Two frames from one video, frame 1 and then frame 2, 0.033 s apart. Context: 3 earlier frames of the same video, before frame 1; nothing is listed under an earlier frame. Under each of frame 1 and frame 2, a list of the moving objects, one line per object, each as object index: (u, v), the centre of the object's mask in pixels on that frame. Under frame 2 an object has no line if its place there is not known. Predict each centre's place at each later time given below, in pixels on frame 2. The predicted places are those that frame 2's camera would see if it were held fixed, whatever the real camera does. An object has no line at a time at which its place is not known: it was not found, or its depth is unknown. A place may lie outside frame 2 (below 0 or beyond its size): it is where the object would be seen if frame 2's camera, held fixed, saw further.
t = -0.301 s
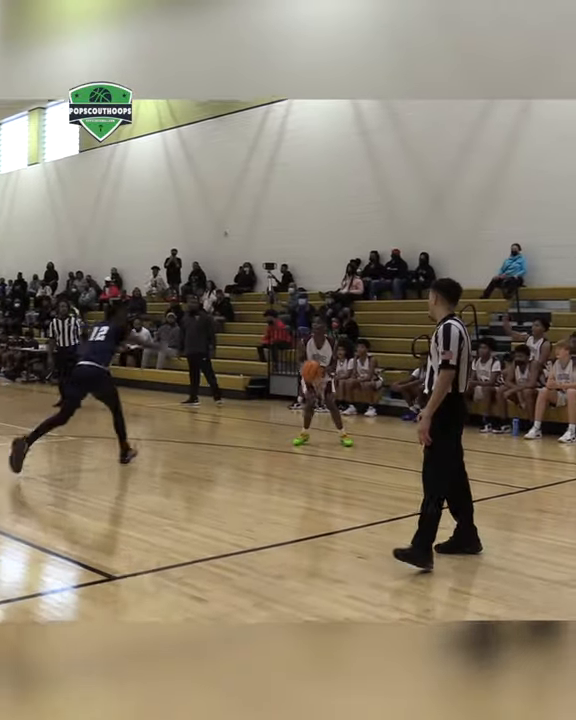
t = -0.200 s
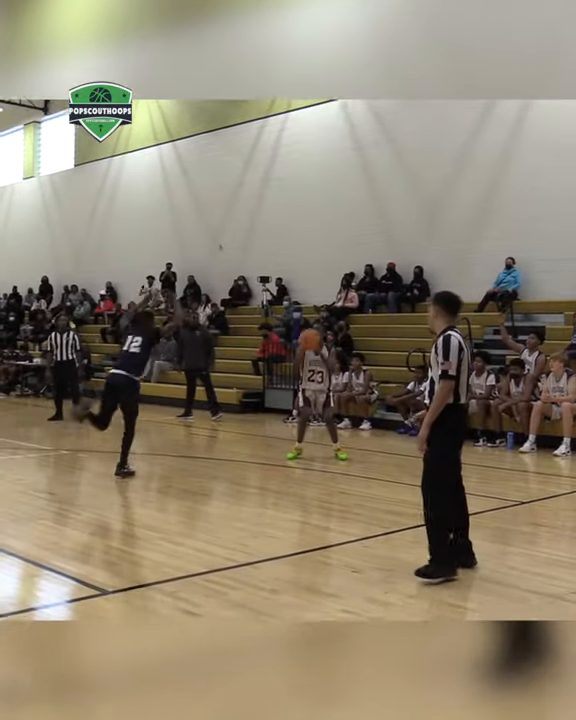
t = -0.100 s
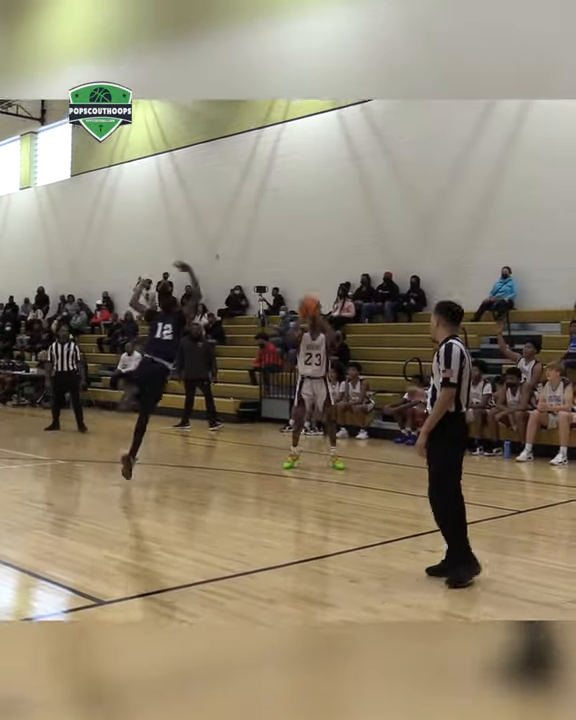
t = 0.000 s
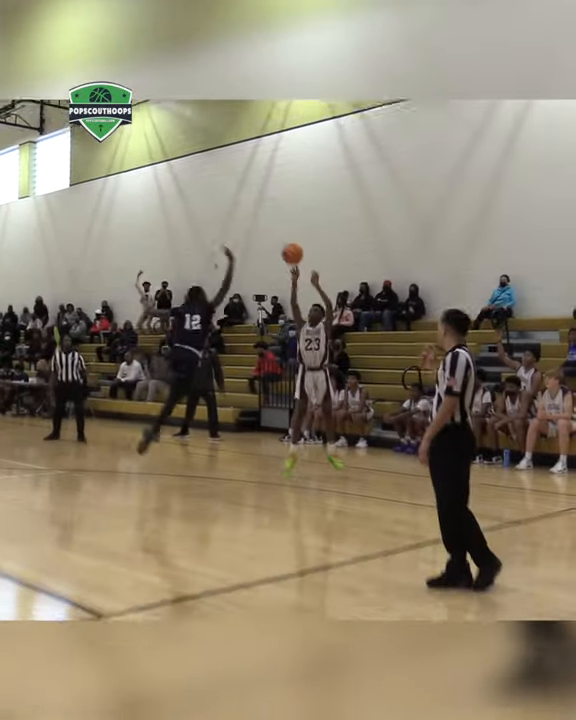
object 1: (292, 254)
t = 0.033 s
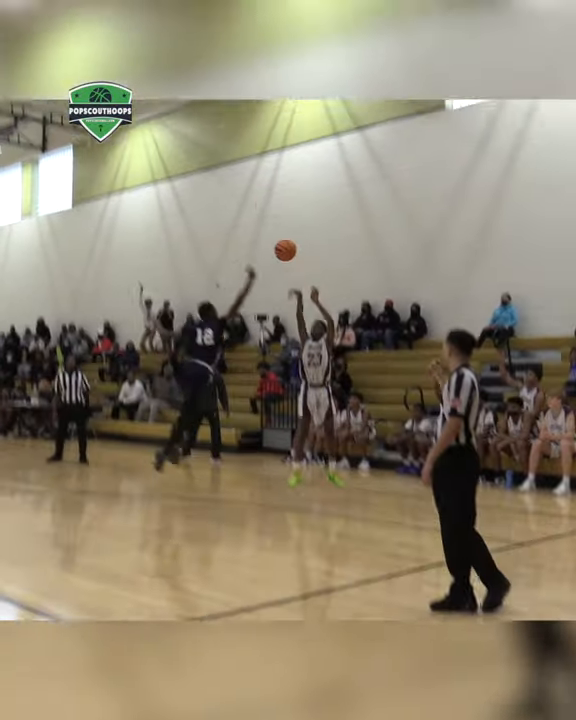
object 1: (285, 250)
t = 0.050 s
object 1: (280, 239)
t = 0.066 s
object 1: (275, 228)
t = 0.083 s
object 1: (269, 217)
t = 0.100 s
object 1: (265, 207)
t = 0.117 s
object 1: (260, 196)
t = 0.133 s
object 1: (255, 186)
